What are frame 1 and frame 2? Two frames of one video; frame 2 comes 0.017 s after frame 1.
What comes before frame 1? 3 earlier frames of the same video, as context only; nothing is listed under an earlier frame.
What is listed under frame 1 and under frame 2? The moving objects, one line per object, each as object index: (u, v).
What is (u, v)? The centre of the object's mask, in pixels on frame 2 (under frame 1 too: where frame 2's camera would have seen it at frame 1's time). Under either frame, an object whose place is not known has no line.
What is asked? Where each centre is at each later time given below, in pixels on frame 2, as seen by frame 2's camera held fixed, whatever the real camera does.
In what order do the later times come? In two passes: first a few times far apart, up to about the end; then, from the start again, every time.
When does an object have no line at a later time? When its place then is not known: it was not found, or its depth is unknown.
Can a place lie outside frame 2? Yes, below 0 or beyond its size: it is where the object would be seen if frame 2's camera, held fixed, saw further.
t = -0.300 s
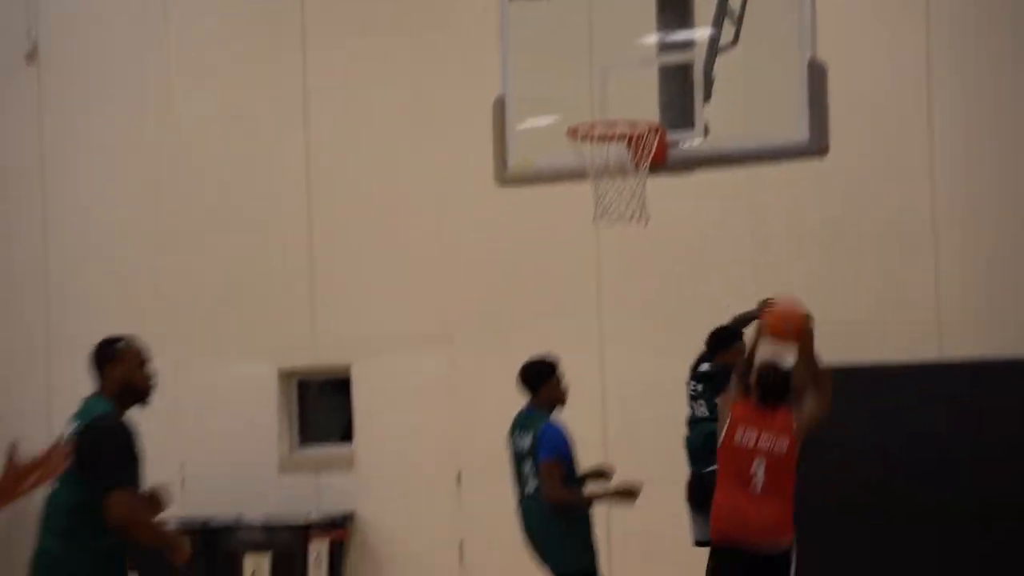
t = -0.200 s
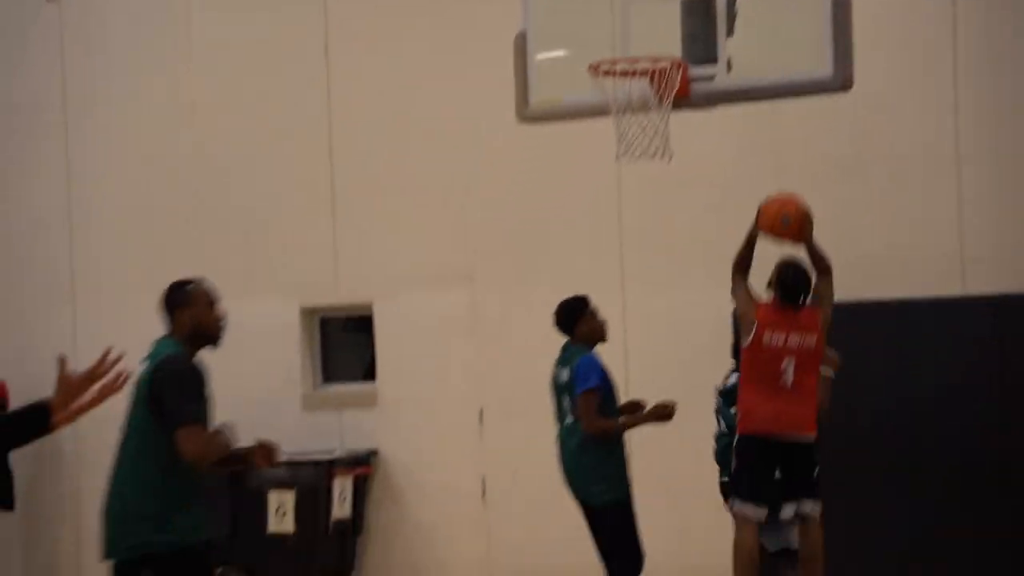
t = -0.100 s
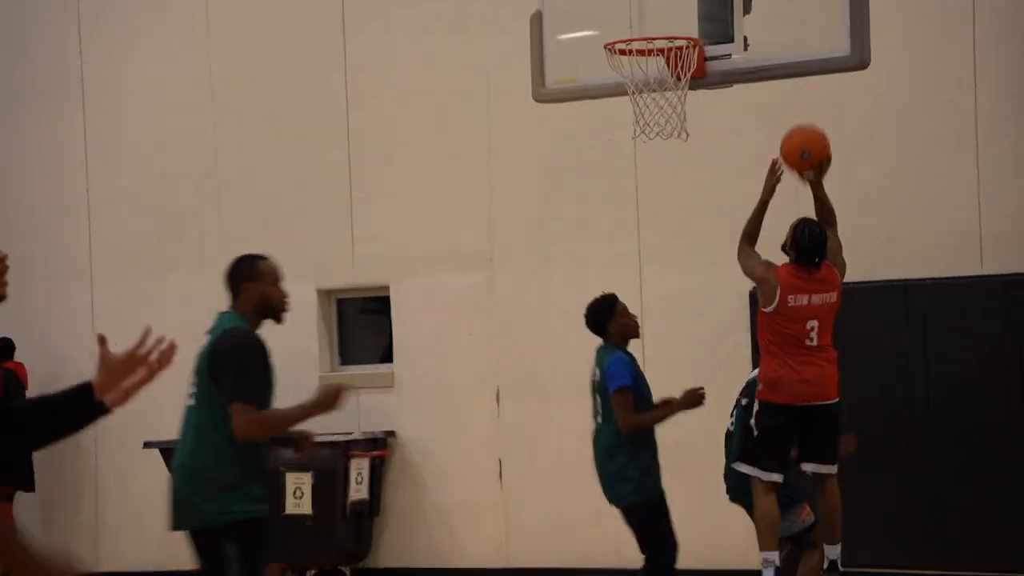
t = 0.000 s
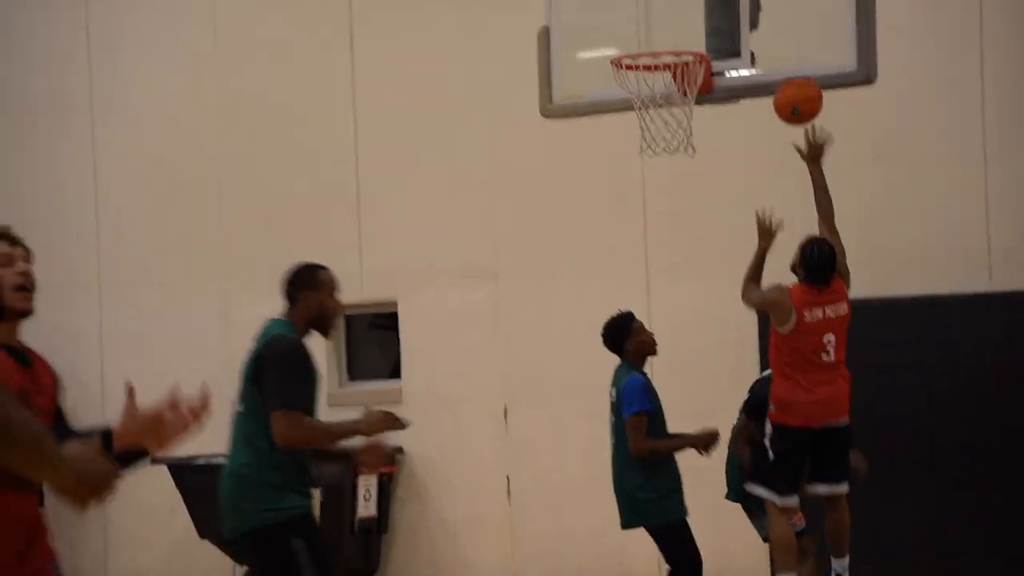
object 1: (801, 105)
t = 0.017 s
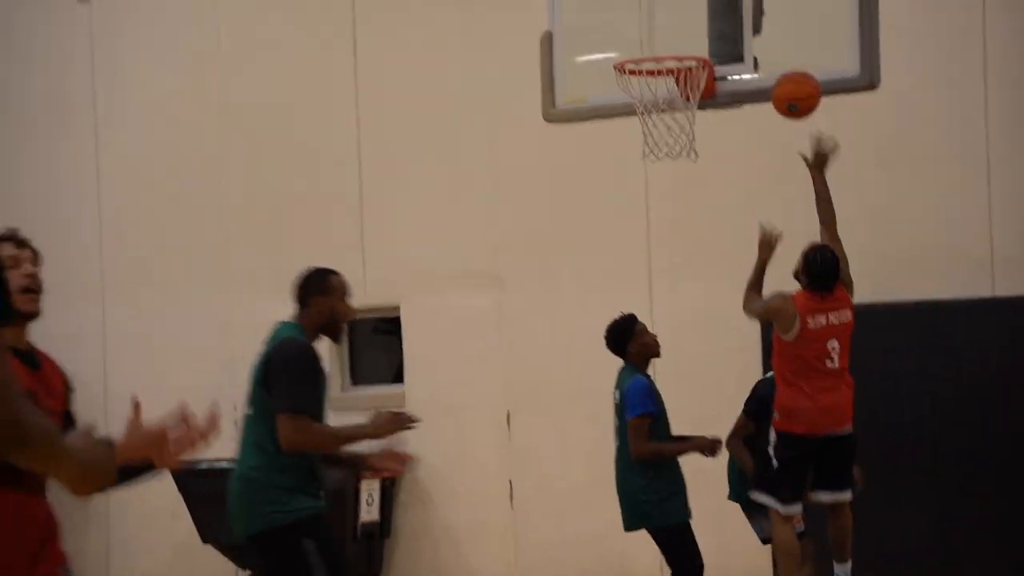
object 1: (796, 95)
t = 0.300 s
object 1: (709, 14)
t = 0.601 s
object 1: (645, 109)
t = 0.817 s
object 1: (682, 200)
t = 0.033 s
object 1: (791, 84)
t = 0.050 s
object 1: (786, 75)
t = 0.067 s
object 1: (782, 65)
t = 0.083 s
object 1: (777, 56)
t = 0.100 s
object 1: (772, 49)
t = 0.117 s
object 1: (768, 41)
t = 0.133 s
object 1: (763, 34)
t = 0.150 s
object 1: (758, 28)
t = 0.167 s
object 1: (754, 22)
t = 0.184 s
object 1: (748, 19)
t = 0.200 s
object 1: (743, 16)
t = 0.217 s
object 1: (739, 15)
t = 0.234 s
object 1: (733, 13)
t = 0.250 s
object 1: (727, 12)
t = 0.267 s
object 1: (721, 12)
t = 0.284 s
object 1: (714, 13)
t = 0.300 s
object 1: (709, 14)
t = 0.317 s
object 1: (704, 15)
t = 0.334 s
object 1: (698, 17)
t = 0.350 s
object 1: (692, 20)
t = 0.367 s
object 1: (686, 23)
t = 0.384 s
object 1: (680, 27)
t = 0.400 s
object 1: (675, 31)
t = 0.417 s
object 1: (670, 35)
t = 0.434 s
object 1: (664, 38)
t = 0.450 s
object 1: (658, 42)
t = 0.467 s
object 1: (652, 46)
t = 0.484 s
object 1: (646, 50)
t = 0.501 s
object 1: (643, 67)
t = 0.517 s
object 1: (638, 75)
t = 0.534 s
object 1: (638, 82)
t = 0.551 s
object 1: (639, 88)
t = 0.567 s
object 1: (640, 94)
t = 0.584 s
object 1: (643, 102)
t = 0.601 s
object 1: (645, 109)
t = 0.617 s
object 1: (648, 115)
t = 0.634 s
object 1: (650, 120)
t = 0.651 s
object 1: (653, 124)
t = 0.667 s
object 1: (657, 130)
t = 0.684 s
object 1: (661, 139)
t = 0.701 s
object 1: (661, 148)
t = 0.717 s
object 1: (664, 152)
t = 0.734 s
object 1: (668, 157)
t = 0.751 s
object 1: (671, 164)
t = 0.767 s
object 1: (674, 172)
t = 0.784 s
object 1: (677, 181)
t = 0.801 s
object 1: (680, 190)
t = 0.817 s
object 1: (682, 200)
